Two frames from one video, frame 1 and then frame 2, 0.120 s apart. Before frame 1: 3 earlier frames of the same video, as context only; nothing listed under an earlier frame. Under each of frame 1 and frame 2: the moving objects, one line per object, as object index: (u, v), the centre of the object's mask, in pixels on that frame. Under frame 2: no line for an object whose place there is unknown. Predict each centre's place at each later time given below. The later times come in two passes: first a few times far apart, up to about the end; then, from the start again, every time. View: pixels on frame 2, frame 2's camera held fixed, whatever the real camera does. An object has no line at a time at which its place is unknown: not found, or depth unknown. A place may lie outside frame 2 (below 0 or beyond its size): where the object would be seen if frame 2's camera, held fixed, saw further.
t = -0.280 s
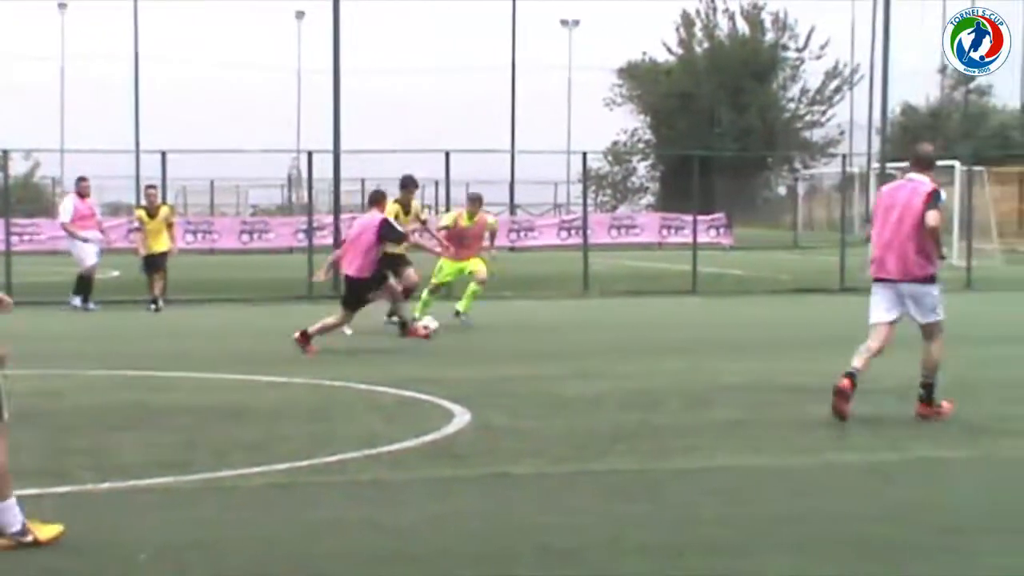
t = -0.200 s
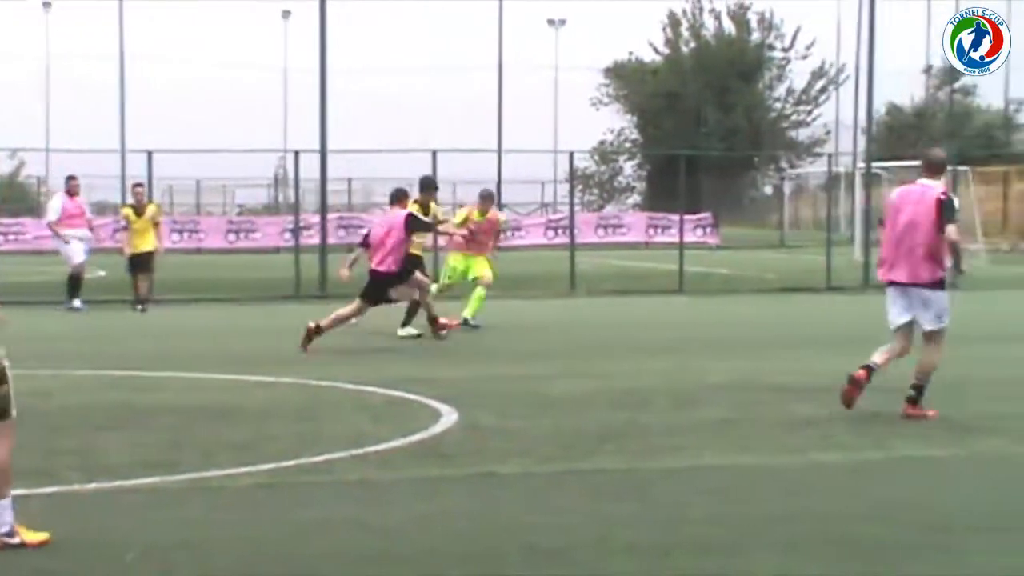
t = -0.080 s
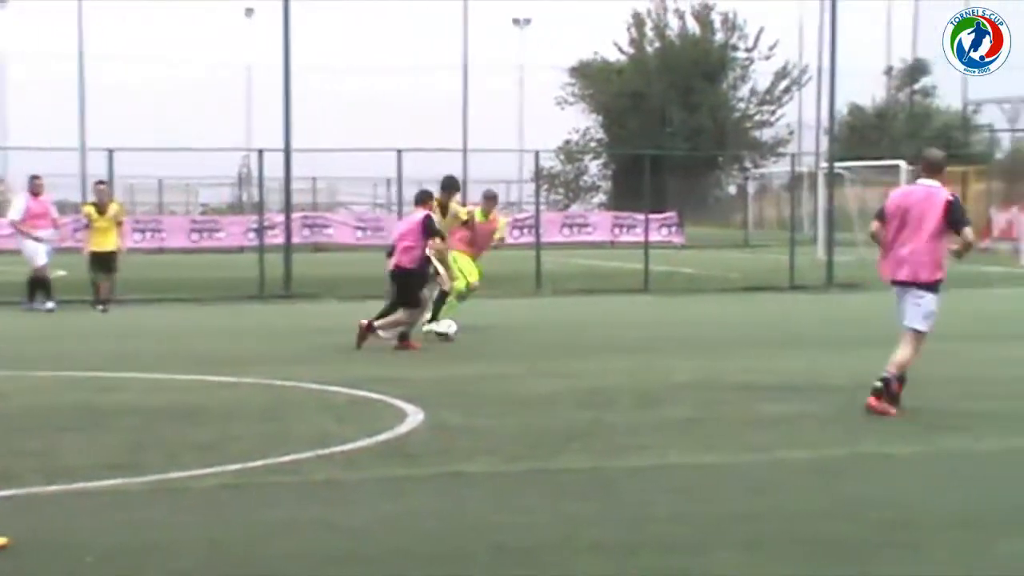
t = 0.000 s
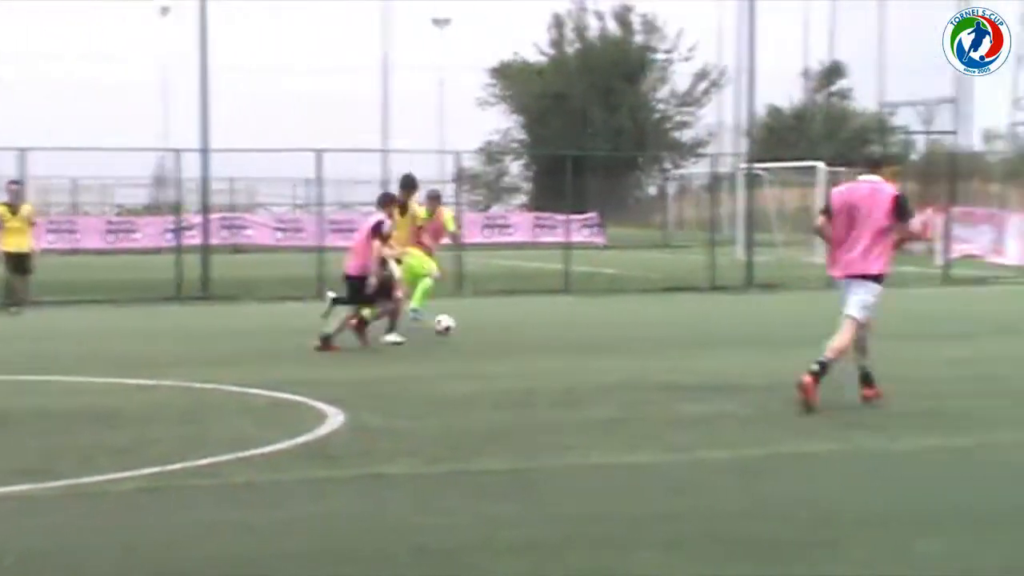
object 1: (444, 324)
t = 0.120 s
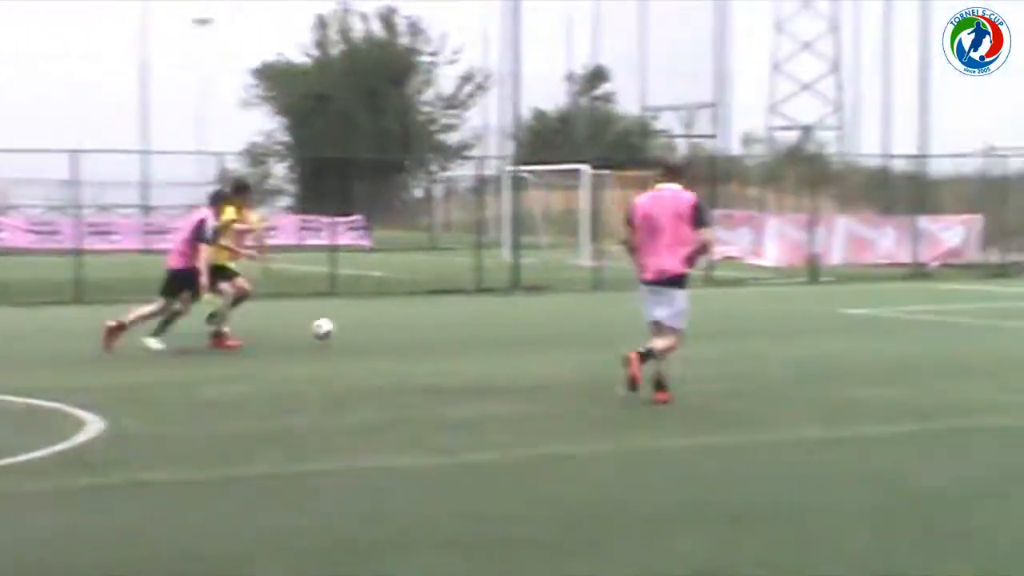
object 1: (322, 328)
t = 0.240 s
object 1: (426, 328)
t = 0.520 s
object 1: (636, 324)
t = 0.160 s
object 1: (360, 332)
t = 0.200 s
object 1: (395, 332)
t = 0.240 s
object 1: (426, 328)
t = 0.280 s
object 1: (457, 327)
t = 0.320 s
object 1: (488, 326)
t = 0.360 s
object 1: (519, 329)
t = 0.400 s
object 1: (549, 332)
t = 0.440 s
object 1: (579, 329)
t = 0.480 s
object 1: (607, 326)
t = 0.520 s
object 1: (636, 324)
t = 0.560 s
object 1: (664, 325)
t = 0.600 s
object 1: (692, 326)
